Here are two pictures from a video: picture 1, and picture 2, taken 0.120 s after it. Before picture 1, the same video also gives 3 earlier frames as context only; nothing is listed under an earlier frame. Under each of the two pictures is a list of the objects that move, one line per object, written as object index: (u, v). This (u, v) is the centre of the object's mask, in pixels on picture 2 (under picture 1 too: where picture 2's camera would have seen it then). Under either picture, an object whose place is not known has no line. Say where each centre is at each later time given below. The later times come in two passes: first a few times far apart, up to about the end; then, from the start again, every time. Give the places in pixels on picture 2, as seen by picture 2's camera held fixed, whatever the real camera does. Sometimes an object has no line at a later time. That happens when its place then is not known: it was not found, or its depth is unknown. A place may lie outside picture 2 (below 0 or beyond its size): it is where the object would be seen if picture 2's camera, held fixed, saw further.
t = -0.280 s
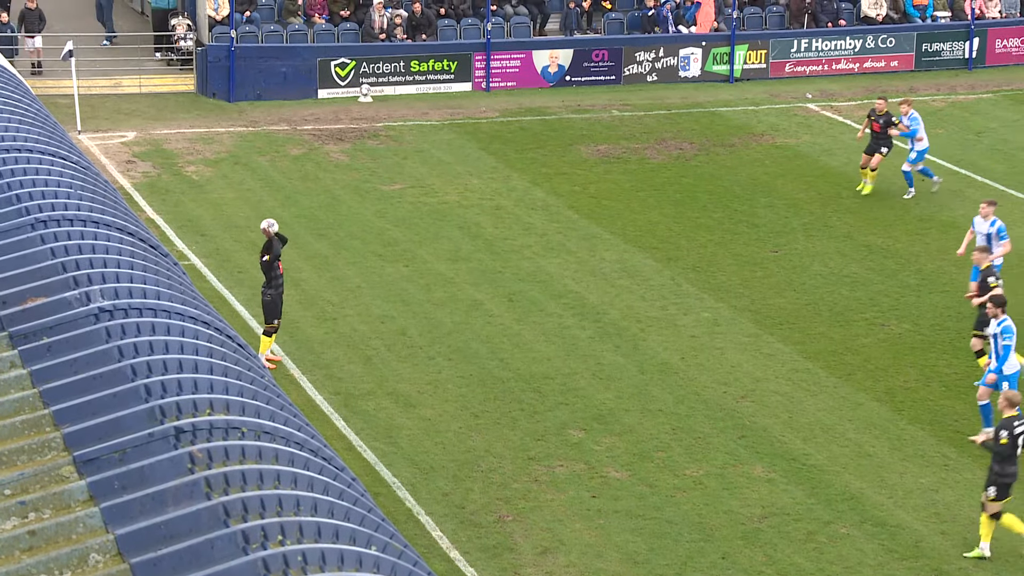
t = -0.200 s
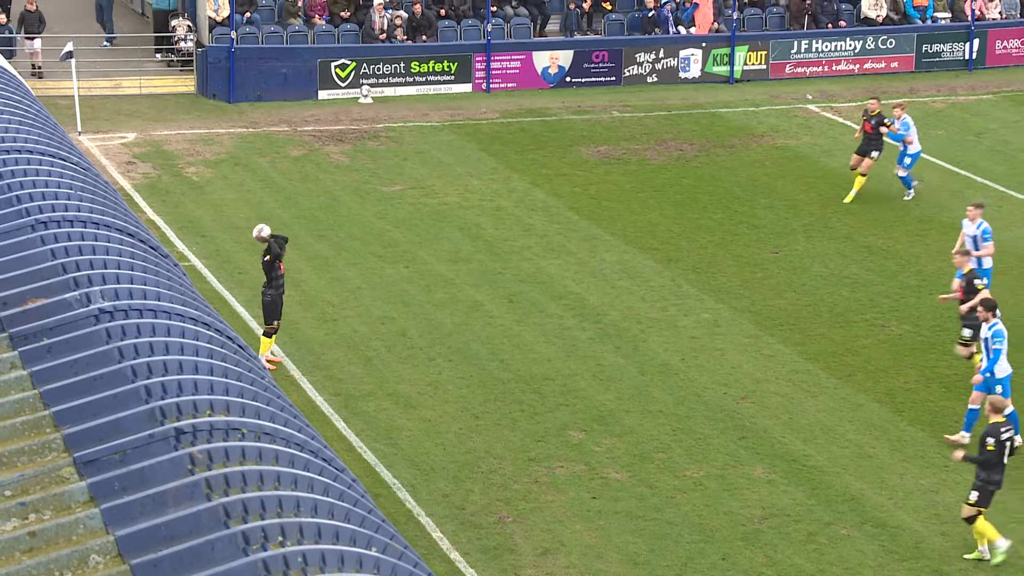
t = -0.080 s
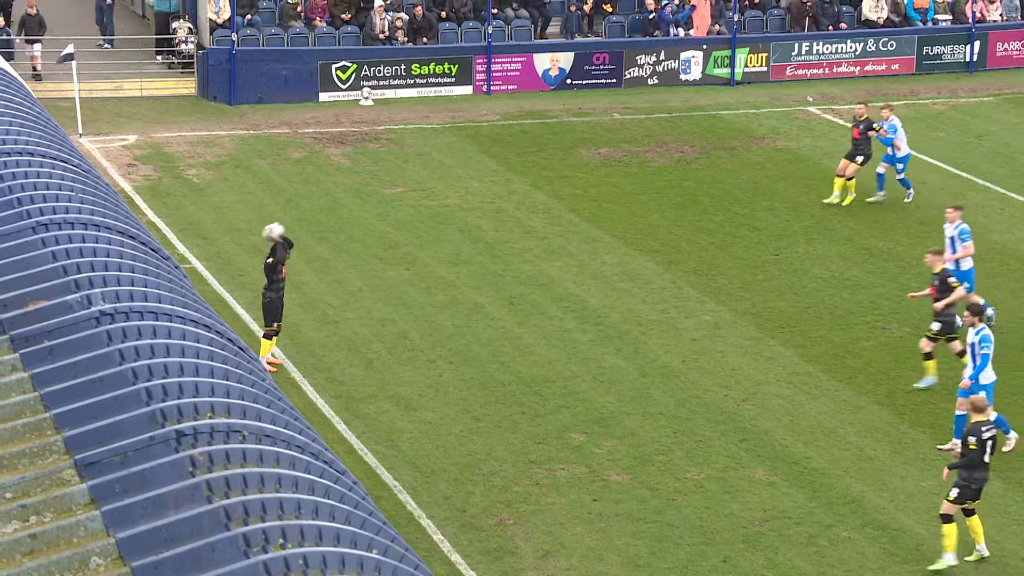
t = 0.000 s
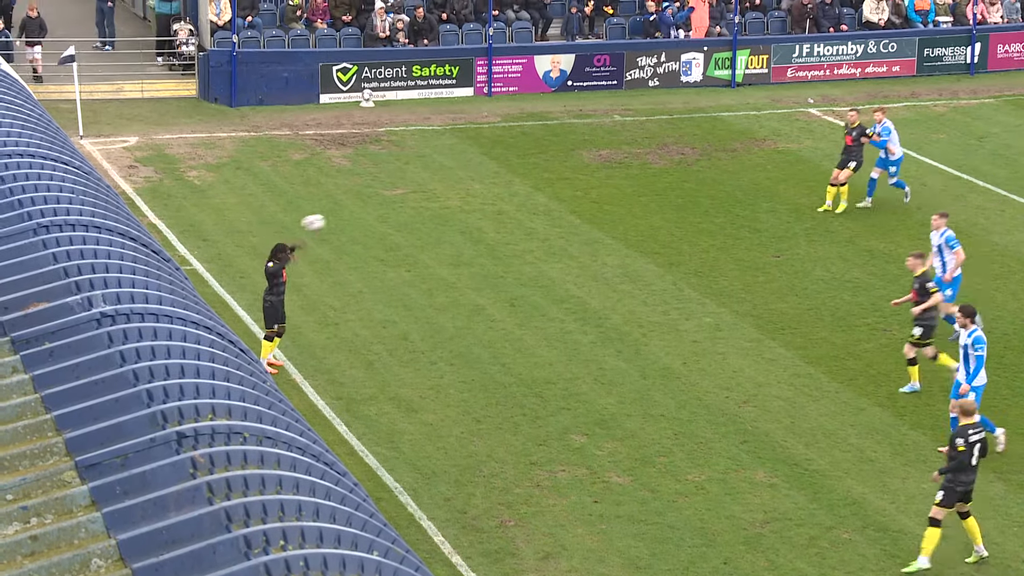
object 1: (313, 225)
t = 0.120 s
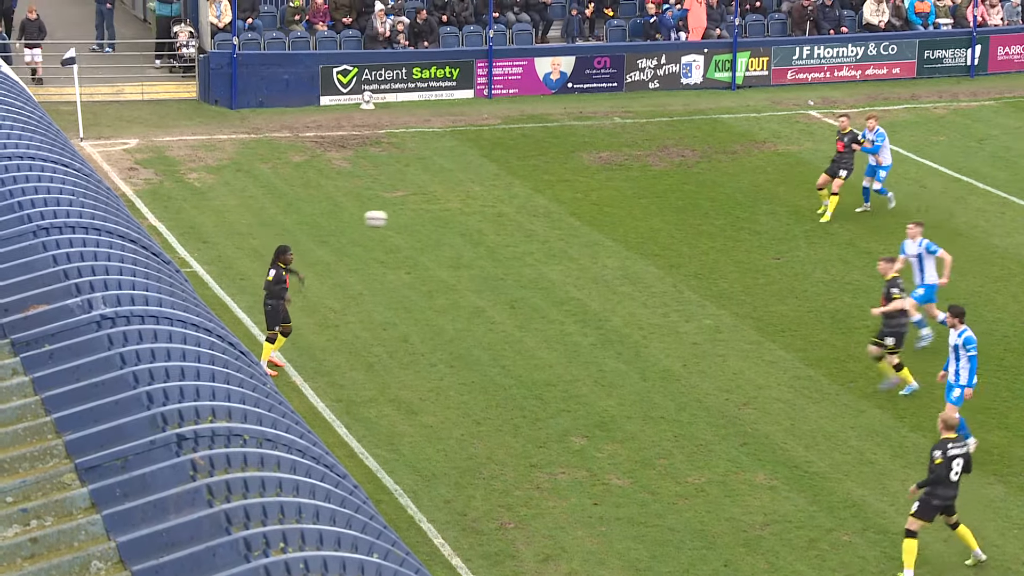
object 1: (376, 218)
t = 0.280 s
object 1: (457, 227)
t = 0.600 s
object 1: (616, 305)
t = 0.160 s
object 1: (396, 219)
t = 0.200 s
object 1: (417, 220)
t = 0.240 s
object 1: (437, 223)
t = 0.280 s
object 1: (457, 227)
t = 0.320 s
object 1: (478, 232)
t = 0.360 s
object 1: (498, 239)
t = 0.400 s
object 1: (517, 247)
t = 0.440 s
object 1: (537, 255)
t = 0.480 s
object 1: (557, 266)
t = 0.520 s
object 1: (576, 278)
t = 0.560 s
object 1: (596, 290)
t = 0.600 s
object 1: (616, 305)
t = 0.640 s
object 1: (635, 320)
